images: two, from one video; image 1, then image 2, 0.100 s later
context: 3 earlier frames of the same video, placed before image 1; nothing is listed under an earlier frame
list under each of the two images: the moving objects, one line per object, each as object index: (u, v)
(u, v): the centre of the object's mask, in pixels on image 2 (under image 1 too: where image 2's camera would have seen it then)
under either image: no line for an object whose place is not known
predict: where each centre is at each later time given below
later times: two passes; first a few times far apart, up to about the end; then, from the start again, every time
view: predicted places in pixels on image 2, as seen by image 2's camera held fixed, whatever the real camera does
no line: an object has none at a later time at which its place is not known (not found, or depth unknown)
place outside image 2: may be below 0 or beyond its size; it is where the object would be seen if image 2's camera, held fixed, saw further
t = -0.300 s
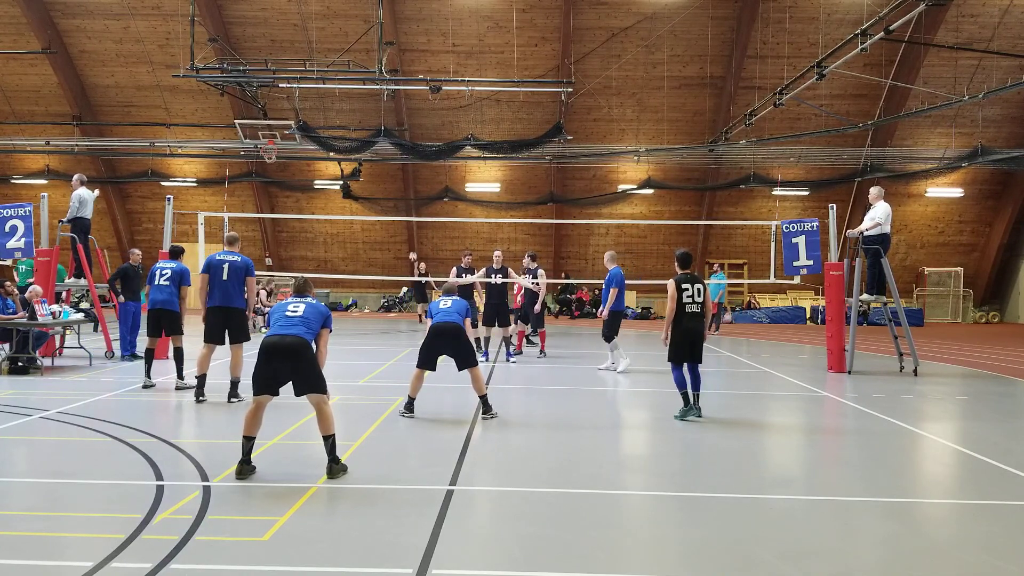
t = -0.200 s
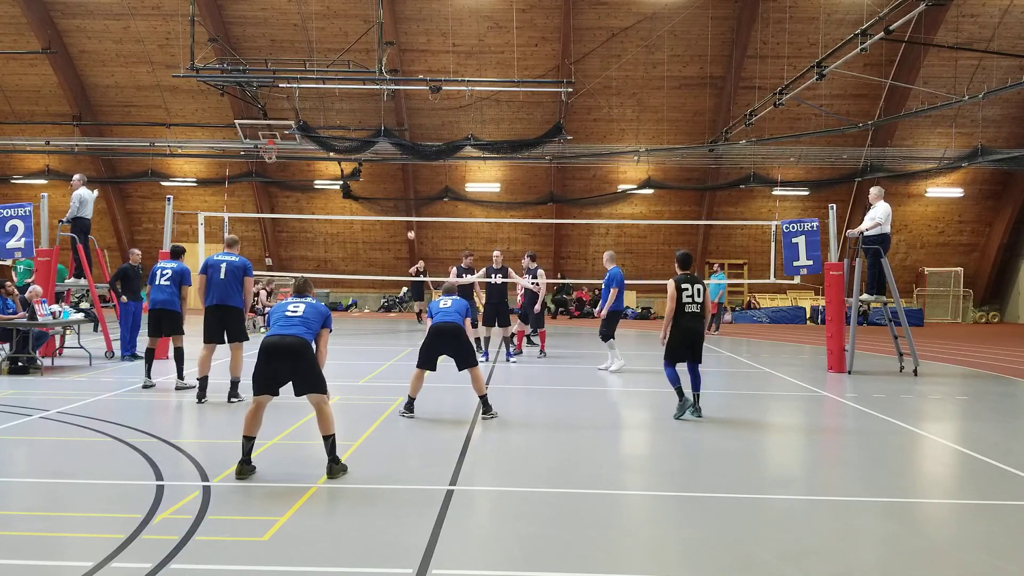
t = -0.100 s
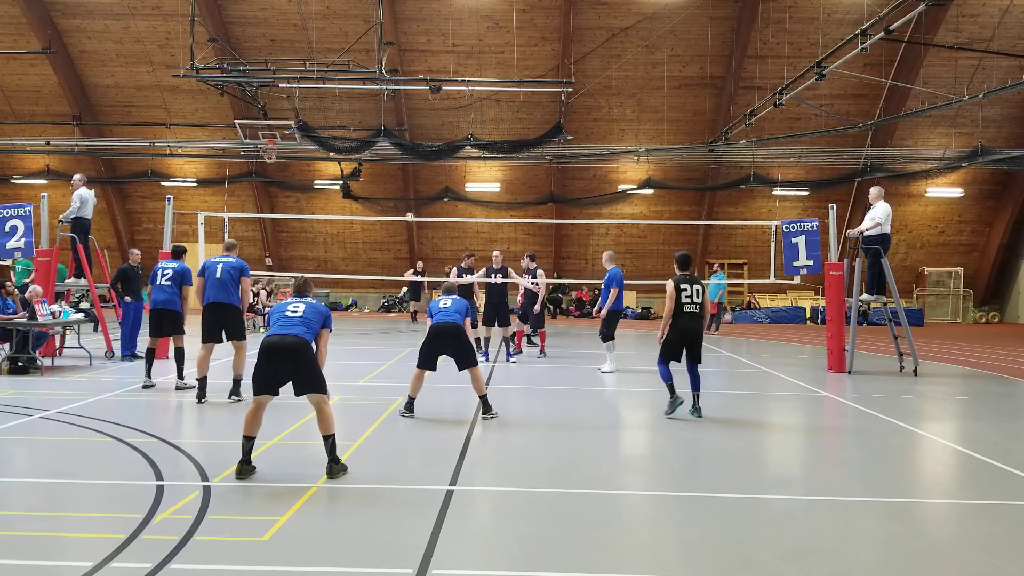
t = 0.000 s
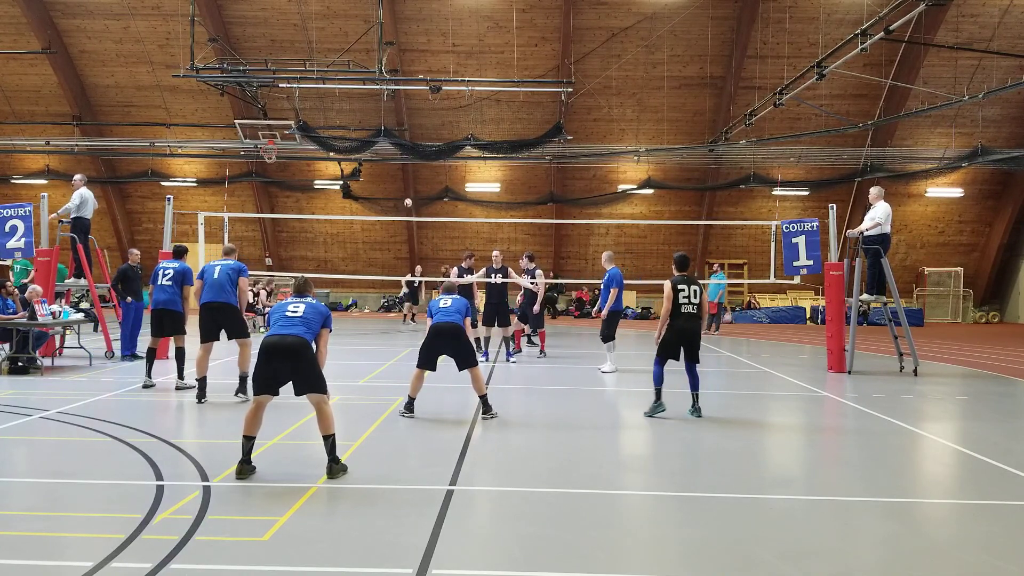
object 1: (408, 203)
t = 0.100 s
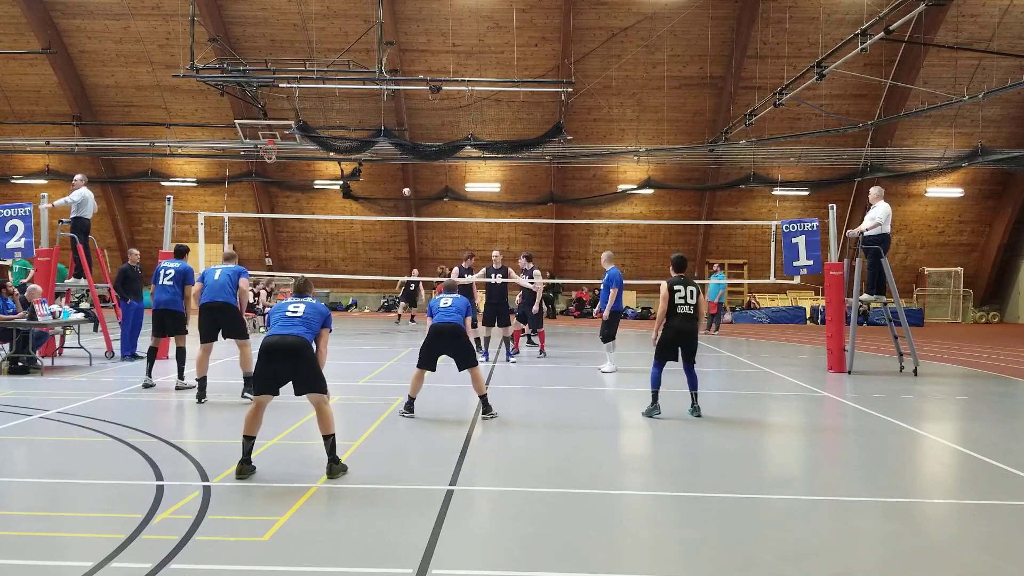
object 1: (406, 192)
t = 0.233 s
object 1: (404, 183)
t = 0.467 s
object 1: (399, 182)
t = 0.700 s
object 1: (395, 201)
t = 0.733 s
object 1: (394, 206)
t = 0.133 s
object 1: (406, 189)
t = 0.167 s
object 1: (405, 187)
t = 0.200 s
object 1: (405, 184)
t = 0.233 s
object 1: (404, 183)
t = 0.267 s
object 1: (403, 181)
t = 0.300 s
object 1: (403, 181)
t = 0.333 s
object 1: (402, 180)
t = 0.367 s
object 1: (401, 180)
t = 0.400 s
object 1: (401, 180)
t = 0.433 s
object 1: (400, 181)
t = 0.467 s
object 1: (399, 182)
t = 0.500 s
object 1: (399, 183)
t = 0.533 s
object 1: (398, 185)
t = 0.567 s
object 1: (397, 188)
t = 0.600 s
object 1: (397, 190)
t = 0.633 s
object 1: (396, 194)
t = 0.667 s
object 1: (395, 197)
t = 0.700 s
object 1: (395, 201)
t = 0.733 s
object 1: (394, 206)
